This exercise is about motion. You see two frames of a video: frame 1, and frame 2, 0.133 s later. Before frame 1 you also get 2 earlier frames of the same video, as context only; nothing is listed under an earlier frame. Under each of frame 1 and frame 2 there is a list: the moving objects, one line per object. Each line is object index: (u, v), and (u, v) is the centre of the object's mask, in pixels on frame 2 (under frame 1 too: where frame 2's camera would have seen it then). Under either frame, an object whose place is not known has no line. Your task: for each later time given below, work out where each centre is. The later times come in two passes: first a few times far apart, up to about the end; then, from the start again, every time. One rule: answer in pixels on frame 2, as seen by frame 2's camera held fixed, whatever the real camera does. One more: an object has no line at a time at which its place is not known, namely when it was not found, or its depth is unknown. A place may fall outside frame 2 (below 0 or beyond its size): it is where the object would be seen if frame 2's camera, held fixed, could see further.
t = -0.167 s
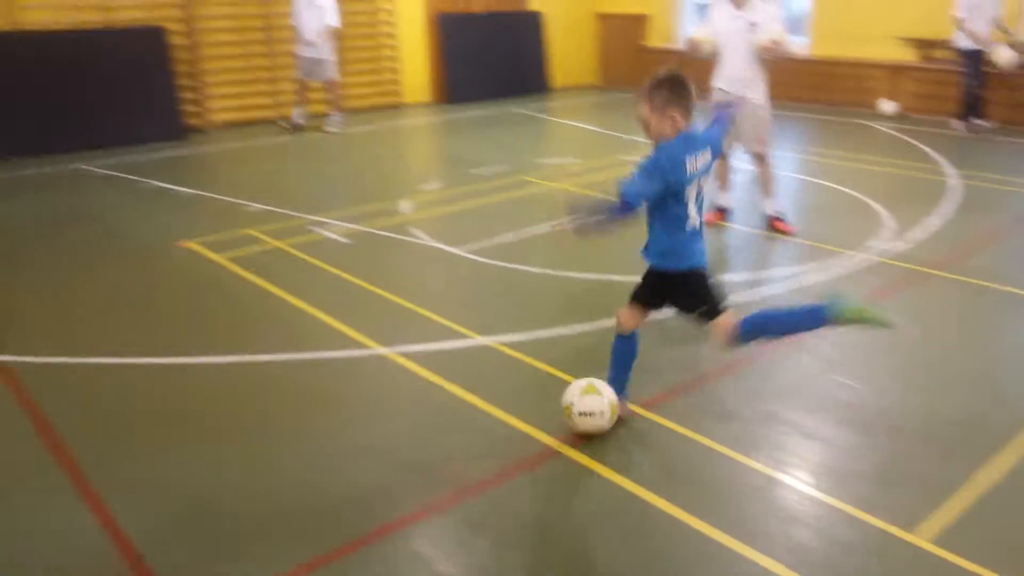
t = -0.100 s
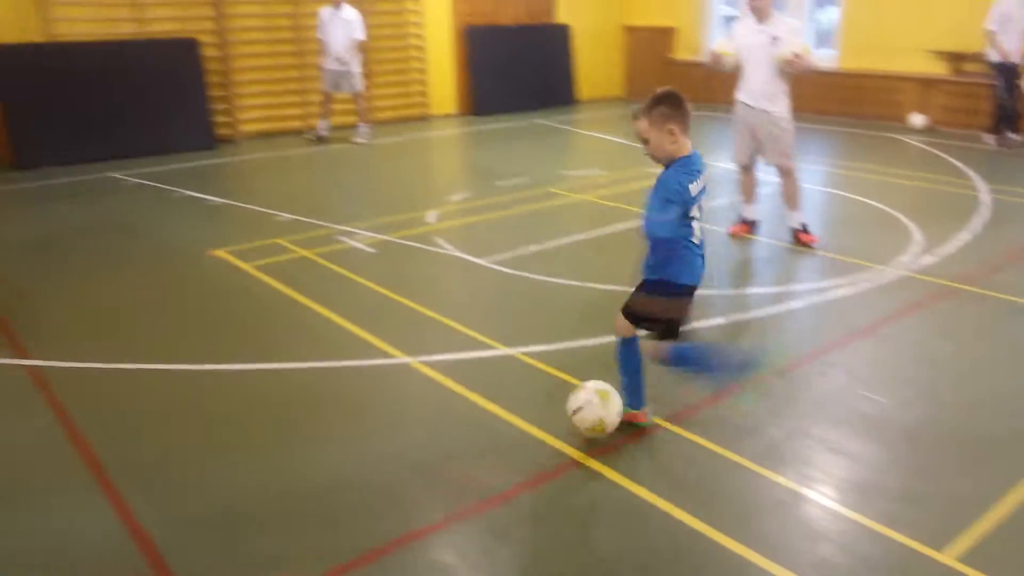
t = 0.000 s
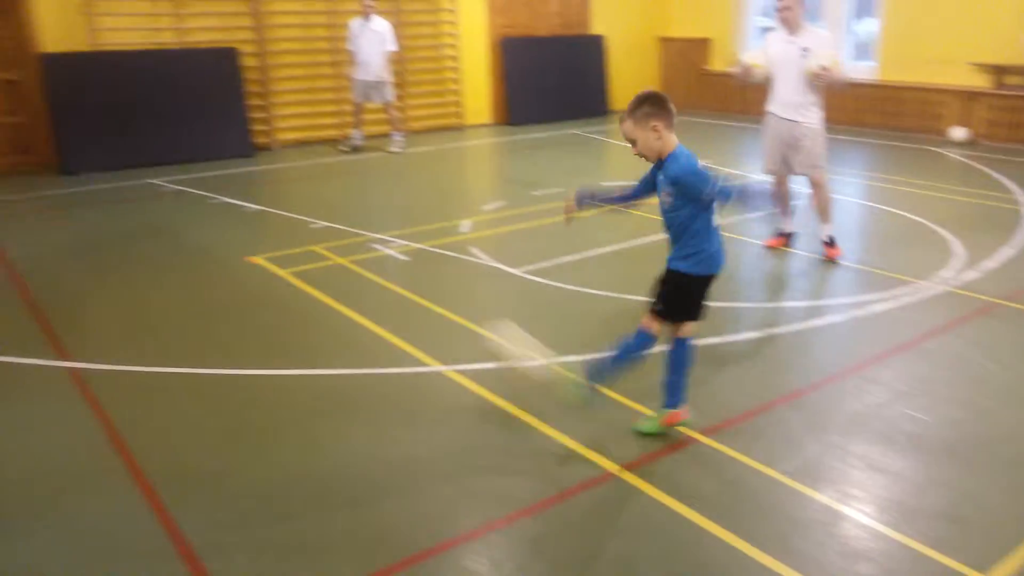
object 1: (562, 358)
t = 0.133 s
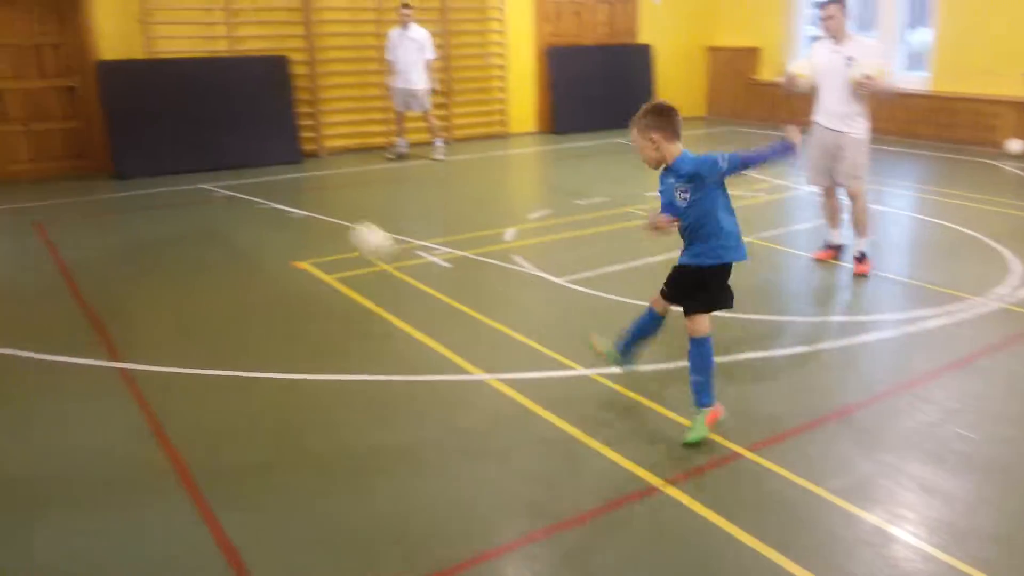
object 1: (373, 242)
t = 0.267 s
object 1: (272, 194)
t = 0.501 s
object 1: (189, 161)
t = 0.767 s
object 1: (170, 130)
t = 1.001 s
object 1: (168, 155)
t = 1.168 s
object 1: (155, 162)
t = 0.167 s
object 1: (342, 223)
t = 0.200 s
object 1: (315, 210)
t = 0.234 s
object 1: (293, 201)
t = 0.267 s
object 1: (272, 194)
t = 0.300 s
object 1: (255, 189)
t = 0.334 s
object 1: (240, 185)
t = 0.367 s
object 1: (226, 184)
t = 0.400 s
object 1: (215, 183)
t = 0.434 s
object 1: (205, 178)
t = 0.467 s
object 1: (197, 168)
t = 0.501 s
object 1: (189, 161)
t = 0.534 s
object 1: (182, 155)
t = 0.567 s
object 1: (177, 148)
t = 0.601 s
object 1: (175, 142)
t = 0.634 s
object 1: (174, 138)
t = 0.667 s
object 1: (173, 134)
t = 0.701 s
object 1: (172, 132)
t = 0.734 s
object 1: (171, 130)
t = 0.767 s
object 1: (170, 130)
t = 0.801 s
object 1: (169, 130)
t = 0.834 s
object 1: (169, 132)
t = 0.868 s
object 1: (169, 134)
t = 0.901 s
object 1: (168, 138)
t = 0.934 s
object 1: (166, 142)
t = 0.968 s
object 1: (166, 148)
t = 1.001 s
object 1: (168, 155)
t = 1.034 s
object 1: (167, 163)
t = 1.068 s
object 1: (159, 173)
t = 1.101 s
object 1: (150, 173)
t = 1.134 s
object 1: (147, 166)
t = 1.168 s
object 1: (155, 162)
